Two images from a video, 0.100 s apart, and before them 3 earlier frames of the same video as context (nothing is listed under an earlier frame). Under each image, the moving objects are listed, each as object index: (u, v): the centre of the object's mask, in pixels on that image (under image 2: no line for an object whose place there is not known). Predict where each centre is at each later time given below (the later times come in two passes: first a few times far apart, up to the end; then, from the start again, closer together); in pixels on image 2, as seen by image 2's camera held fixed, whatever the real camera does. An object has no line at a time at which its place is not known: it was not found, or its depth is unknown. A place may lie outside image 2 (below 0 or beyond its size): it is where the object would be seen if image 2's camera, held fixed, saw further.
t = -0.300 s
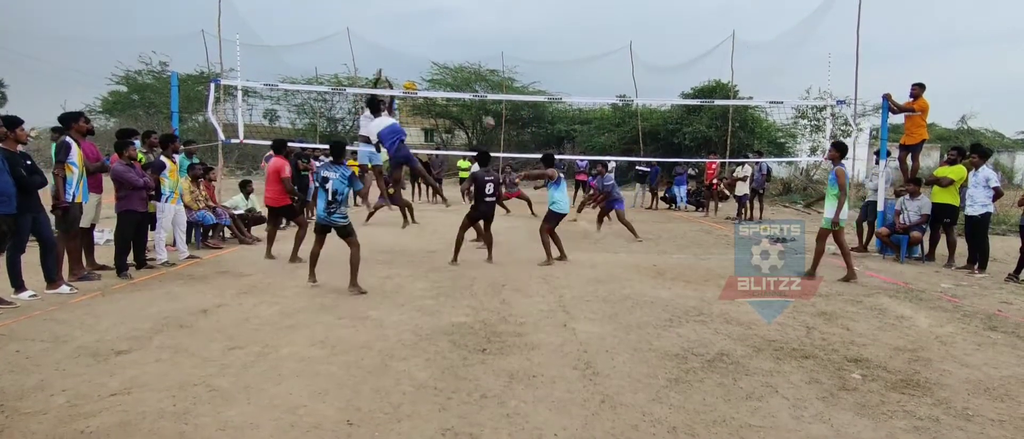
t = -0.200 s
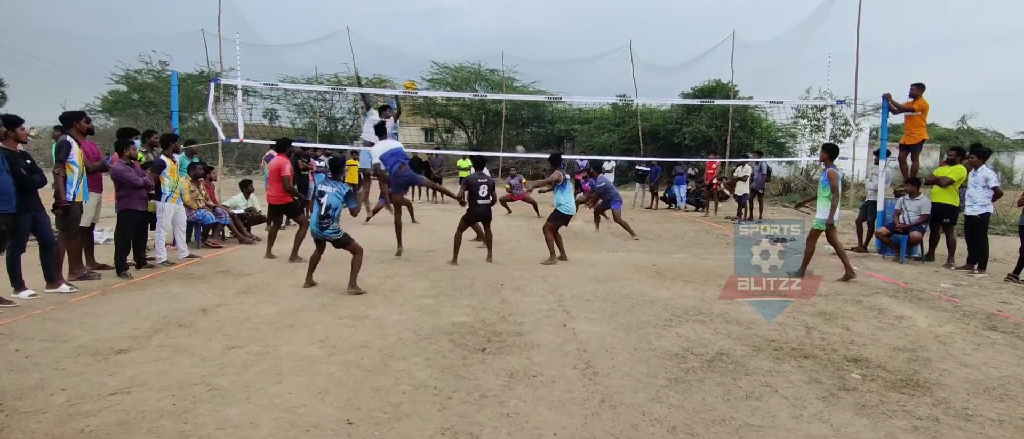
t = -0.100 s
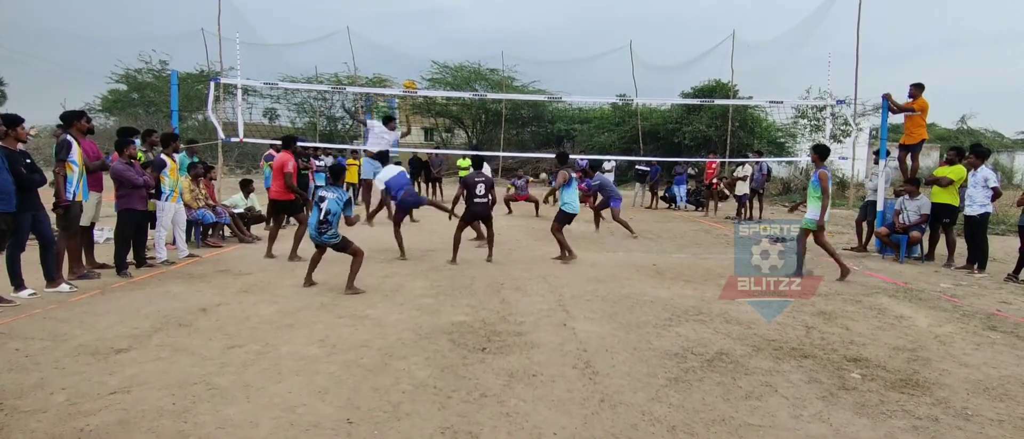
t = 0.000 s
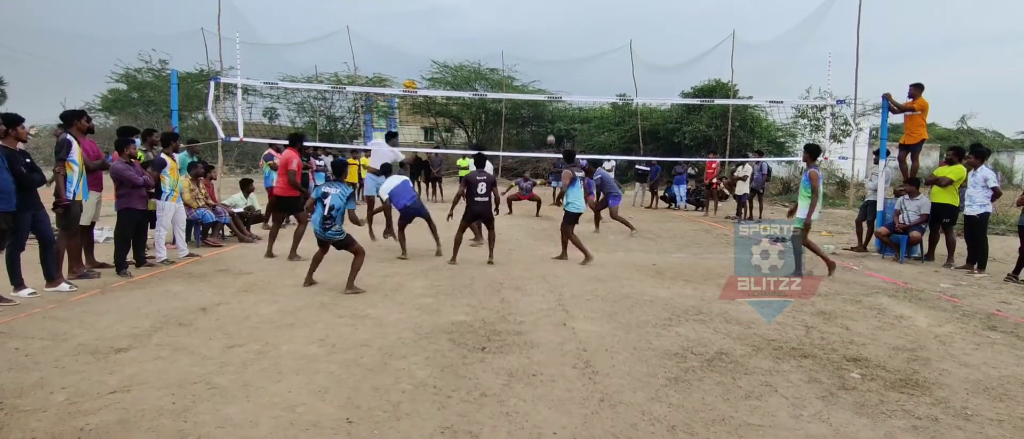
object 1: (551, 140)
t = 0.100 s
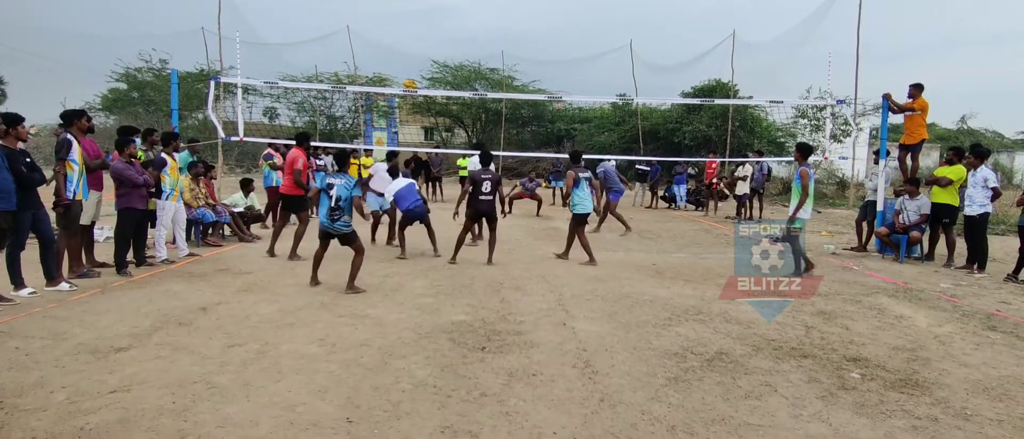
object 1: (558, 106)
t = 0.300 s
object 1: (569, 62)
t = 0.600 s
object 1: (583, 29)
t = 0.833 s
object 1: (591, 28)
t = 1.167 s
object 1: (599, 56)
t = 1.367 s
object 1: (603, 85)
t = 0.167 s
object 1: (561, 90)
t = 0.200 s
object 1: (563, 82)
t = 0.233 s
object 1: (565, 75)
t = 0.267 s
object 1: (567, 68)
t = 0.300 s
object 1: (569, 62)
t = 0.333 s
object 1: (571, 56)
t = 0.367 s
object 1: (572, 51)
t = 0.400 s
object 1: (574, 46)
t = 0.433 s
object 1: (576, 42)
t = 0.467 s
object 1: (577, 39)
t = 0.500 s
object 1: (579, 35)
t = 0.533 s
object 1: (580, 33)
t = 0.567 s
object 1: (582, 31)
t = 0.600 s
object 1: (583, 29)
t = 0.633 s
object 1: (584, 28)
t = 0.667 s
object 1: (585, 27)
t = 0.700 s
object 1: (587, 27)
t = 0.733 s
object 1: (588, 26)
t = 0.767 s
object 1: (589, 27)
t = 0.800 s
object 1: (590, 27)
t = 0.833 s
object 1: (591, 28)
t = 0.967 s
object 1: (595, 36)
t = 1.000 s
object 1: (596, 38)
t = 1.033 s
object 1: (597, 42)
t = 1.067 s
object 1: (597, 45)
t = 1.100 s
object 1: (598, 48)
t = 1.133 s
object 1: (599, 52)
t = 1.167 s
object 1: (599, 56)
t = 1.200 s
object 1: (600, 60)
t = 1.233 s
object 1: (600, 65)
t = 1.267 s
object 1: (601, 69)
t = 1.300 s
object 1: (602, 74)
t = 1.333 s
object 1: (602, 80)
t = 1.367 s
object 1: (603, 85)
